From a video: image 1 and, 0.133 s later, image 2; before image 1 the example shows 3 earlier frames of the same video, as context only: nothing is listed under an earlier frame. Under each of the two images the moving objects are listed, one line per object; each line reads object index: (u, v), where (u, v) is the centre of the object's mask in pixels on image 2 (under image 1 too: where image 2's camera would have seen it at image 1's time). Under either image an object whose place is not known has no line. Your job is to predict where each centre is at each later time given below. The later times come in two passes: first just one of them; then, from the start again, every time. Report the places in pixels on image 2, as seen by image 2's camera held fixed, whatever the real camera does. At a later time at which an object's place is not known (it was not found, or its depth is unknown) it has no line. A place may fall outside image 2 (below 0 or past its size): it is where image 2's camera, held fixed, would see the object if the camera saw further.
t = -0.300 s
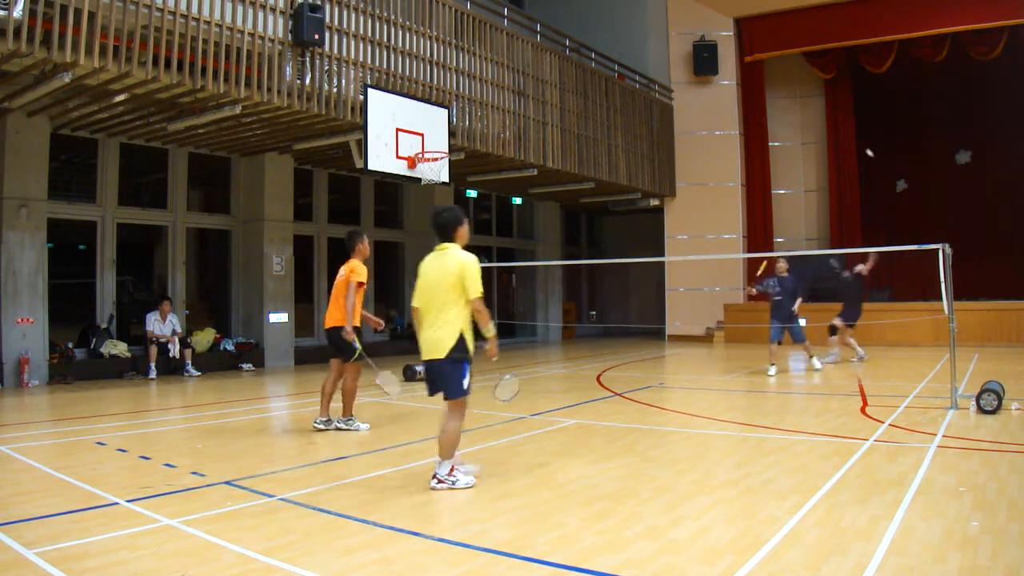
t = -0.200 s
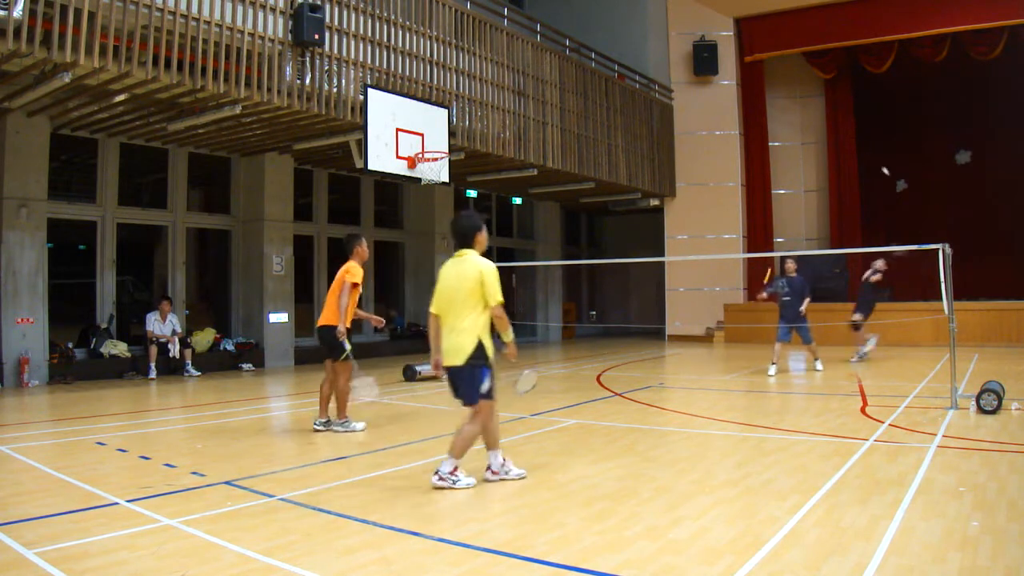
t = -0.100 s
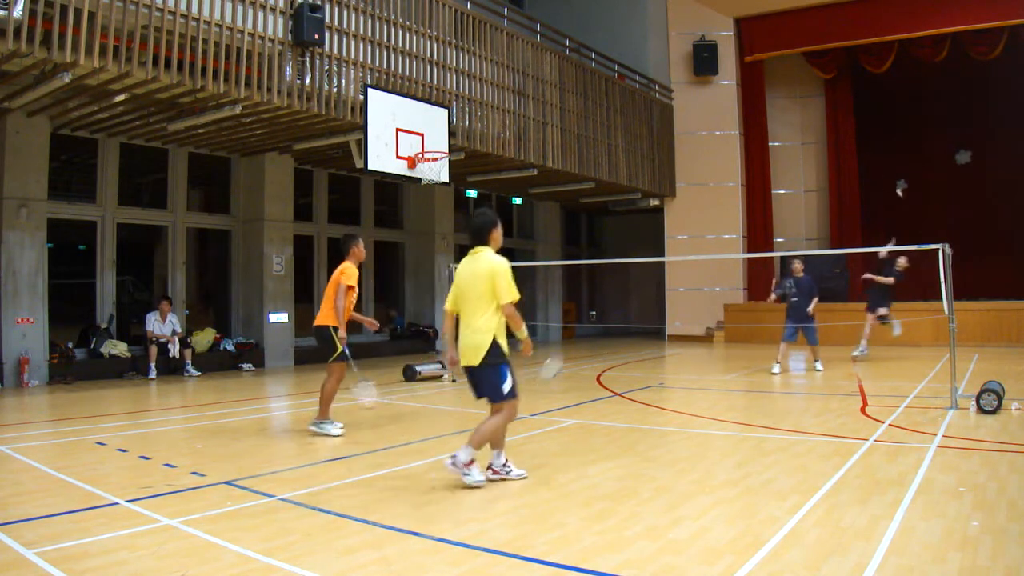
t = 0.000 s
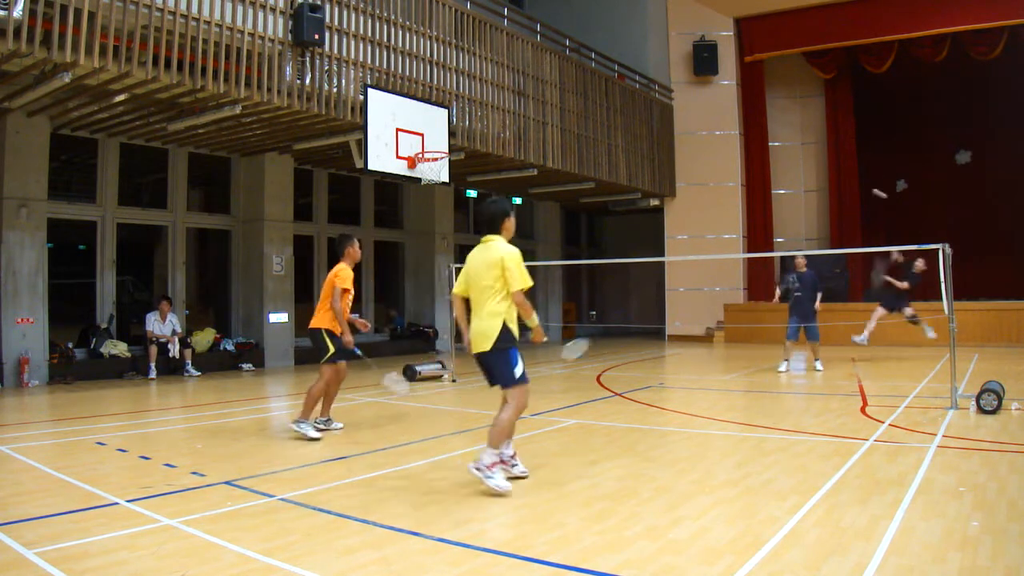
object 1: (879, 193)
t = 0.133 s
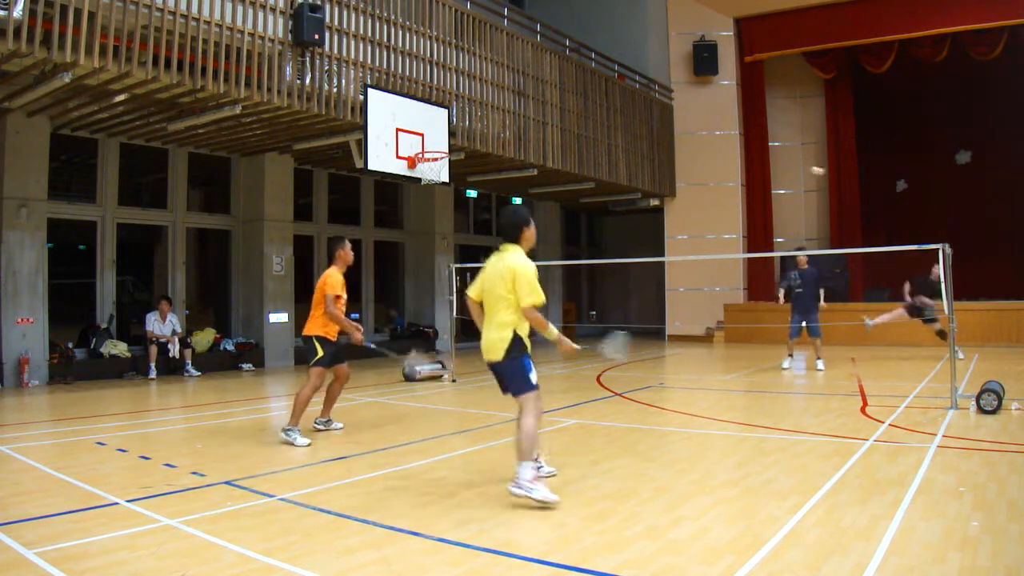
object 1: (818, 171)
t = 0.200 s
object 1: (788, 166)
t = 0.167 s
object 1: (802, 168)
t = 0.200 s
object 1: (788, 166)
